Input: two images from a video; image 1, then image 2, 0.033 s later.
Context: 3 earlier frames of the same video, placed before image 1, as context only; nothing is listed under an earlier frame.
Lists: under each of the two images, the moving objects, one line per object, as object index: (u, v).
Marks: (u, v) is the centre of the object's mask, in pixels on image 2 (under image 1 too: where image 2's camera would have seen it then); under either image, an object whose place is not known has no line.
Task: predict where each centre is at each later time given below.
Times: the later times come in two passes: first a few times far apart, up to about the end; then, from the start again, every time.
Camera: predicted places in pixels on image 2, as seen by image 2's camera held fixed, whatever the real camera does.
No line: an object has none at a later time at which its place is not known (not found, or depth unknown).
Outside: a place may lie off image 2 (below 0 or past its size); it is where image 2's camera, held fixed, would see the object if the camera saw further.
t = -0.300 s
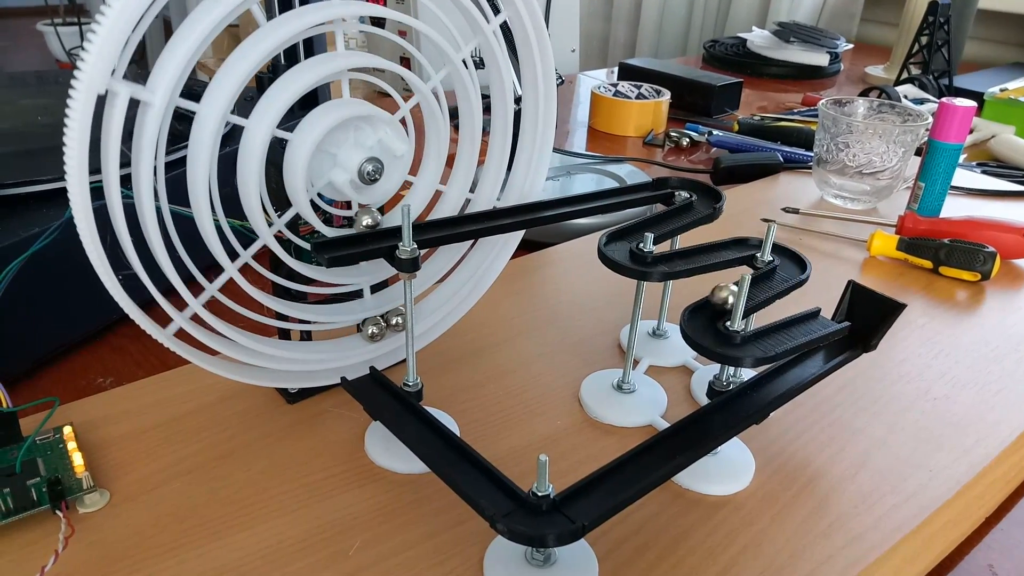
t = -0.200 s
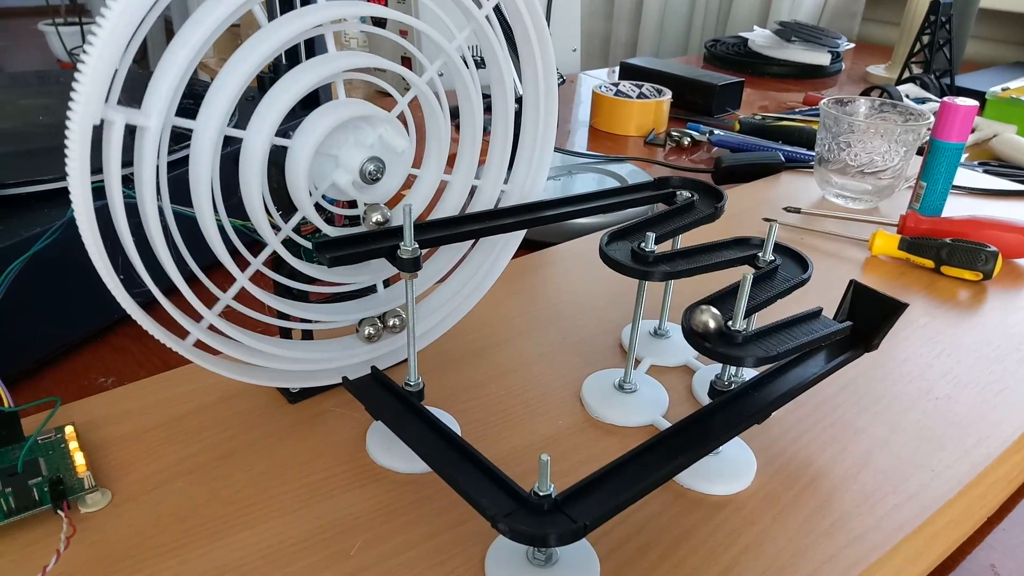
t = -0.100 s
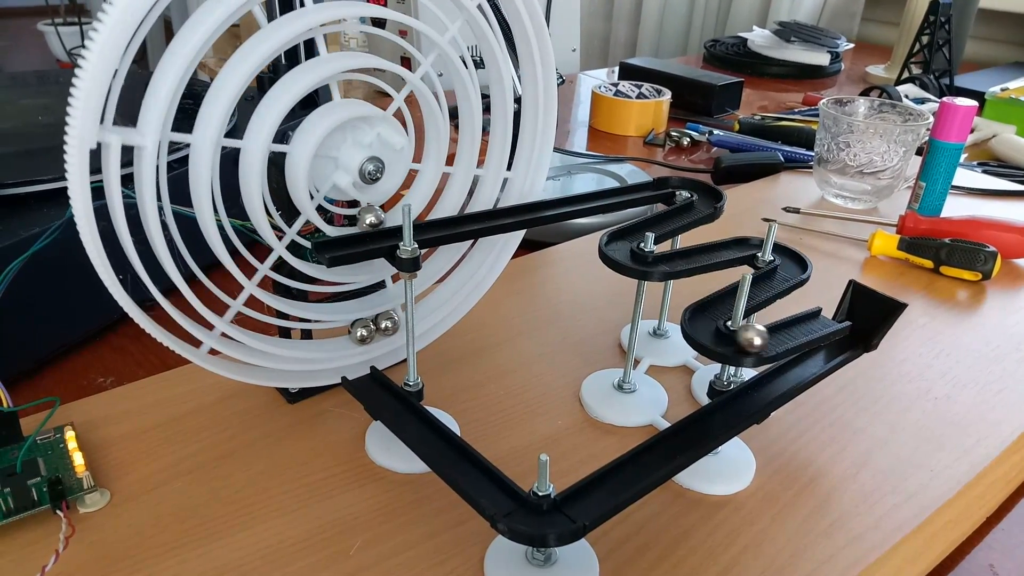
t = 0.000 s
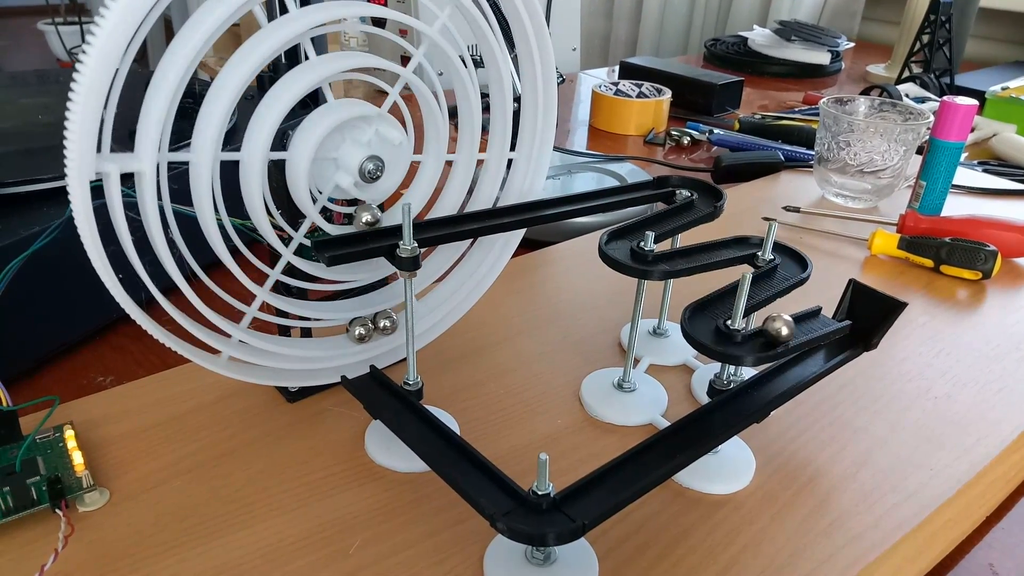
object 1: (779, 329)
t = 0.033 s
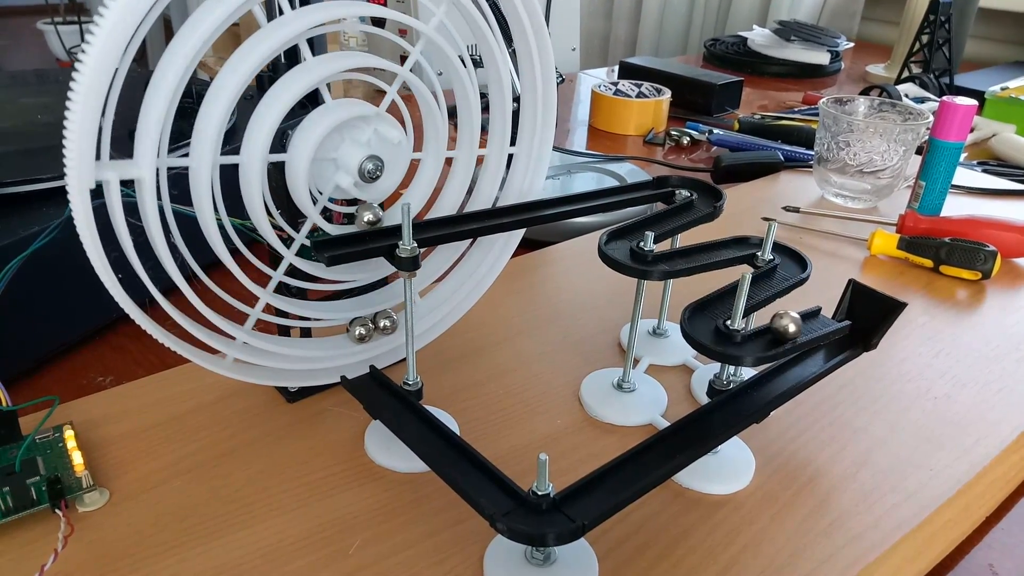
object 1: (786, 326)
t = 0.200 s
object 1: (830, 309)
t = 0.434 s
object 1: (860, 328)
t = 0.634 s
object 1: (858, 330)
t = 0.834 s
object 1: (855, 334)
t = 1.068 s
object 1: (843, 343)
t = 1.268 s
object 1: (824, 353)
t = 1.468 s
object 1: (798, 365)
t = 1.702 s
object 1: (759, 387)
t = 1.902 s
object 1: (716, 413)
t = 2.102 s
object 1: (661, 447)
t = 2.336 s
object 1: (577, 499)
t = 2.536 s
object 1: (496, 483)
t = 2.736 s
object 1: (430, 426)
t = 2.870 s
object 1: (381, 384)
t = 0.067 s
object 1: (795, 322)
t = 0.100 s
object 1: (804, 319)
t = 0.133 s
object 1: (812, 315)
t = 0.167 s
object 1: (820, 311)
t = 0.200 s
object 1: (830, 309)
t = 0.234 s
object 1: (842, 307)
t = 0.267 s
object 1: (854, 324)
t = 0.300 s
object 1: (854, 332)
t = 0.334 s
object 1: (855, 320)
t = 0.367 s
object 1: (861, 330)
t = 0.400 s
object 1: (859, 329)
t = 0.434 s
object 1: (860, 328)
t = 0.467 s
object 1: (858, 327)
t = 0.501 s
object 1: (858, 330)
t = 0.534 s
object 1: (858, 329)
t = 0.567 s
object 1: (858, 329)
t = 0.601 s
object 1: (858, 330)
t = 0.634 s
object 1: (858, 330)
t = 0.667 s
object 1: (858, 330)
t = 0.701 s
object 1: (858, 330)
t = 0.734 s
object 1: (857, 331)
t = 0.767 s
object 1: (857, 332)
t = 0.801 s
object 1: (856, 332)
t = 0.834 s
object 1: (855, 334)
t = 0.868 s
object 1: (853, 335)
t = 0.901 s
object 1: (852, 336)
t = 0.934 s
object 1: (851, 337)
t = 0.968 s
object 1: (849, 338)
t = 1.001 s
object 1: (847, 340)
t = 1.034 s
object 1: (845, 342)
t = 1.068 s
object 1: (843, 343)
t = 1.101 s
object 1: (839, 345)
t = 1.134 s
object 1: (837, 346)
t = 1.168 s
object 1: (834, 347)
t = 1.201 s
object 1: (831, 349)
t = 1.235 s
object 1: (828, 351)
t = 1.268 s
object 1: (824, 353)
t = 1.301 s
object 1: (819, 355)
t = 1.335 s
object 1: (815, 357)
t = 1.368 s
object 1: (812, 359)
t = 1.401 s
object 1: (807, 361)
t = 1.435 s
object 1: (802, 363)
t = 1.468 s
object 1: (798, 365)
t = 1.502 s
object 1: (793, 368)
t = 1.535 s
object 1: (788, 370)
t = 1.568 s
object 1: (783, 373)
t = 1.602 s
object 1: (776, 376)
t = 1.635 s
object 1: (771, 380)
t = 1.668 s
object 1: (765, 383)
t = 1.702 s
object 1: (759, 387)
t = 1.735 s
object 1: (753, 391)
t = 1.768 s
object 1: (746, 395)
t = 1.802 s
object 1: (738, 399)
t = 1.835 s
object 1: (731, 403)
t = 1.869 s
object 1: (724, 408)
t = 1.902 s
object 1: (716, 413)
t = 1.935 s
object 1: (707, 419)
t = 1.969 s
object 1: (699, 423)
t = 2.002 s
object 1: (689, 429)
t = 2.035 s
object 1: (680, 435)
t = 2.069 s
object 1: (671, 441)
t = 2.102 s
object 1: (661, 447)
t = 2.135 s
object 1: (650, 453)
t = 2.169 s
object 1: (639, 460)
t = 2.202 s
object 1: (627, 467)
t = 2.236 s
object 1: (616, 475)
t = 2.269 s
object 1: (603, 482)
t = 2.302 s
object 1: (591, 490)
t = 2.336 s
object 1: (577, 499)
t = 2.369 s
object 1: (562, 504)
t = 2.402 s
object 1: (546, 509)
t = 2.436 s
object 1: (529, 507)
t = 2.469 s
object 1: (514, 501)
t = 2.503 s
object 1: (505, 491)
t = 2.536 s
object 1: (496, 483)
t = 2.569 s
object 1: (486, 474)
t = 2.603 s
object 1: (476, 465)
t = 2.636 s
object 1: (465, 455)
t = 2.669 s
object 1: (454, 446)
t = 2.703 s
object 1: (442, 436)
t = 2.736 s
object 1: (430, 426)
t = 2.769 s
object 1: (418, 416)
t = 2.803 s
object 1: (406, 405)
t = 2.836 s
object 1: (394, 394)
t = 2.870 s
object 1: (381, 384)
